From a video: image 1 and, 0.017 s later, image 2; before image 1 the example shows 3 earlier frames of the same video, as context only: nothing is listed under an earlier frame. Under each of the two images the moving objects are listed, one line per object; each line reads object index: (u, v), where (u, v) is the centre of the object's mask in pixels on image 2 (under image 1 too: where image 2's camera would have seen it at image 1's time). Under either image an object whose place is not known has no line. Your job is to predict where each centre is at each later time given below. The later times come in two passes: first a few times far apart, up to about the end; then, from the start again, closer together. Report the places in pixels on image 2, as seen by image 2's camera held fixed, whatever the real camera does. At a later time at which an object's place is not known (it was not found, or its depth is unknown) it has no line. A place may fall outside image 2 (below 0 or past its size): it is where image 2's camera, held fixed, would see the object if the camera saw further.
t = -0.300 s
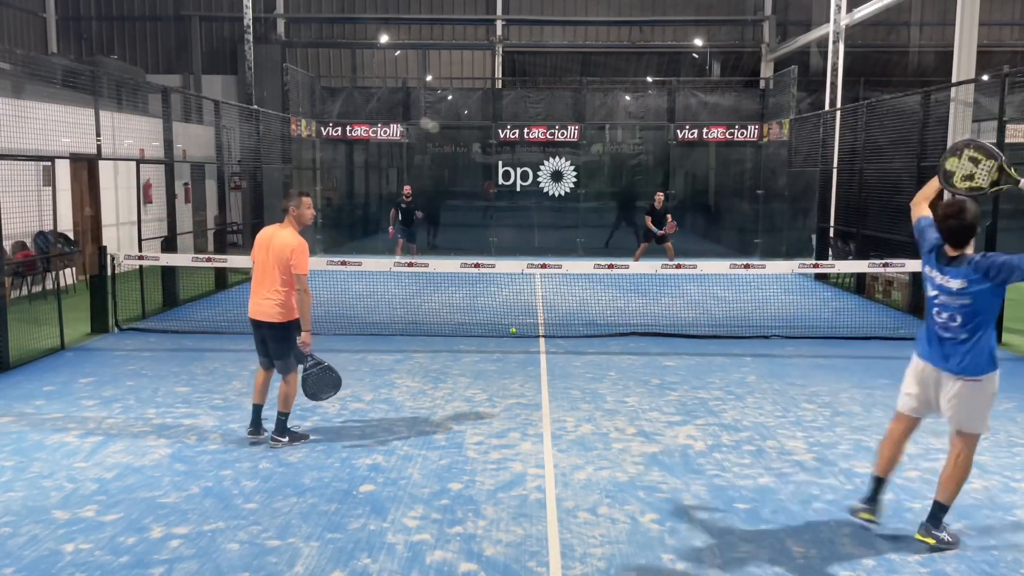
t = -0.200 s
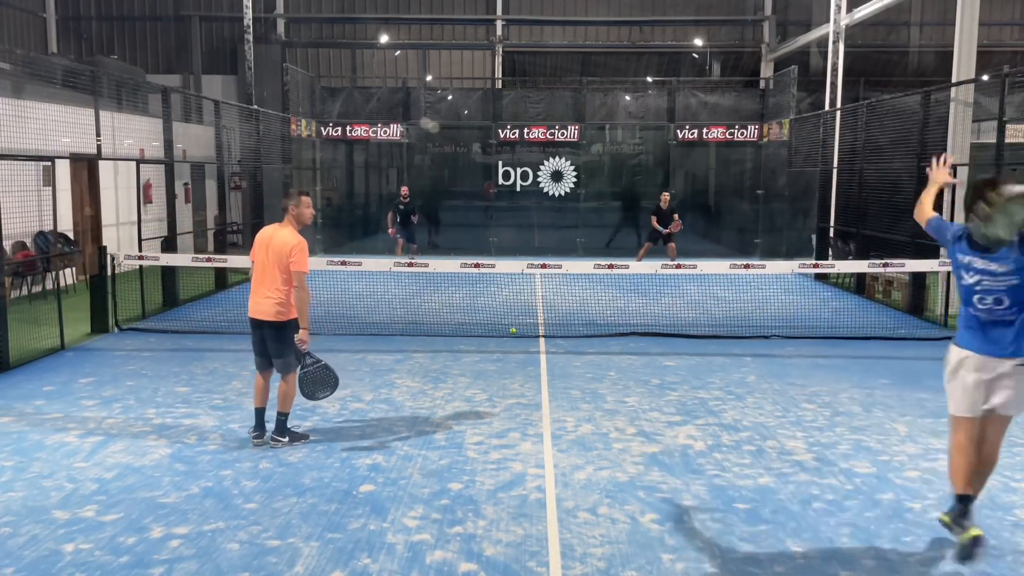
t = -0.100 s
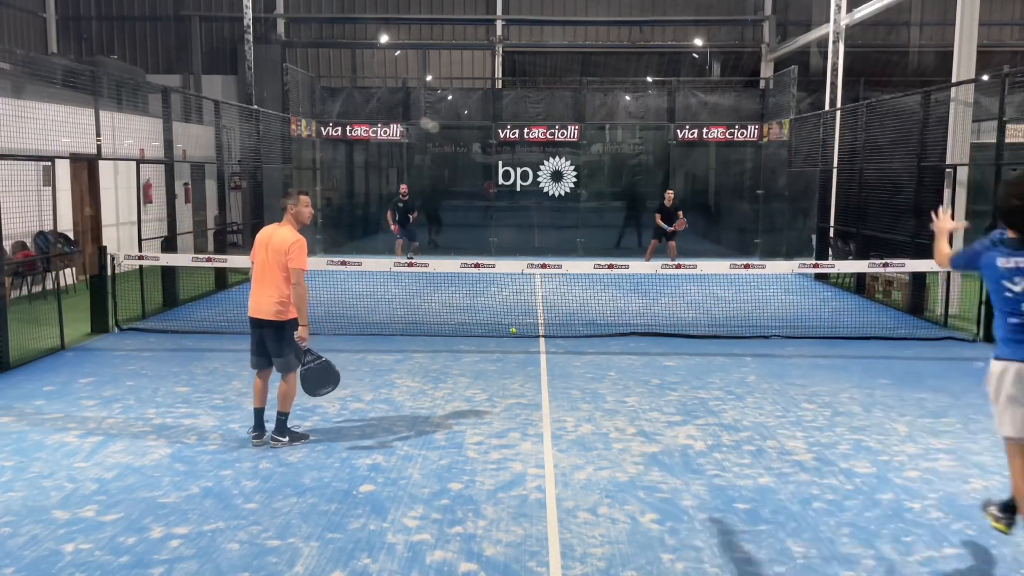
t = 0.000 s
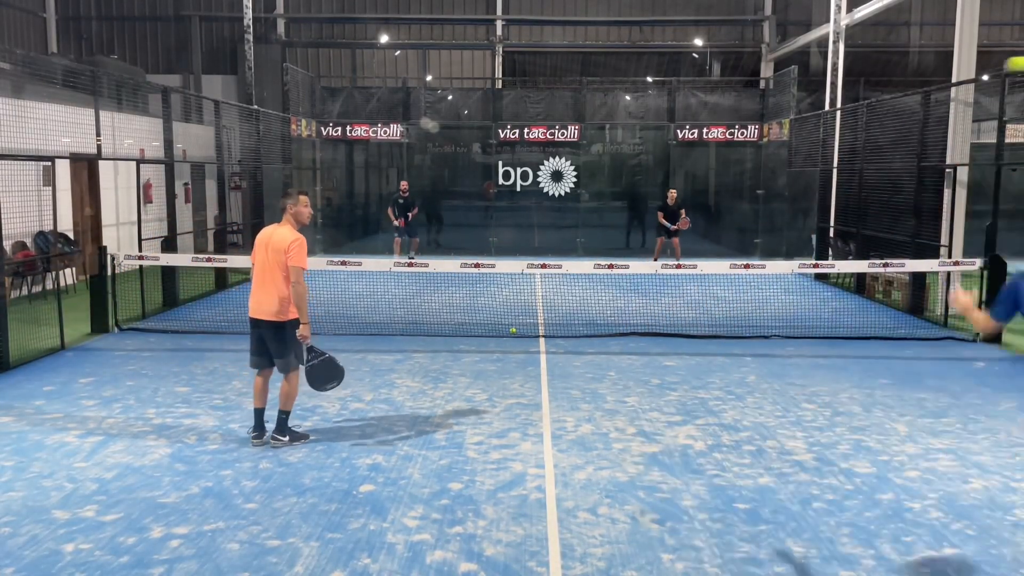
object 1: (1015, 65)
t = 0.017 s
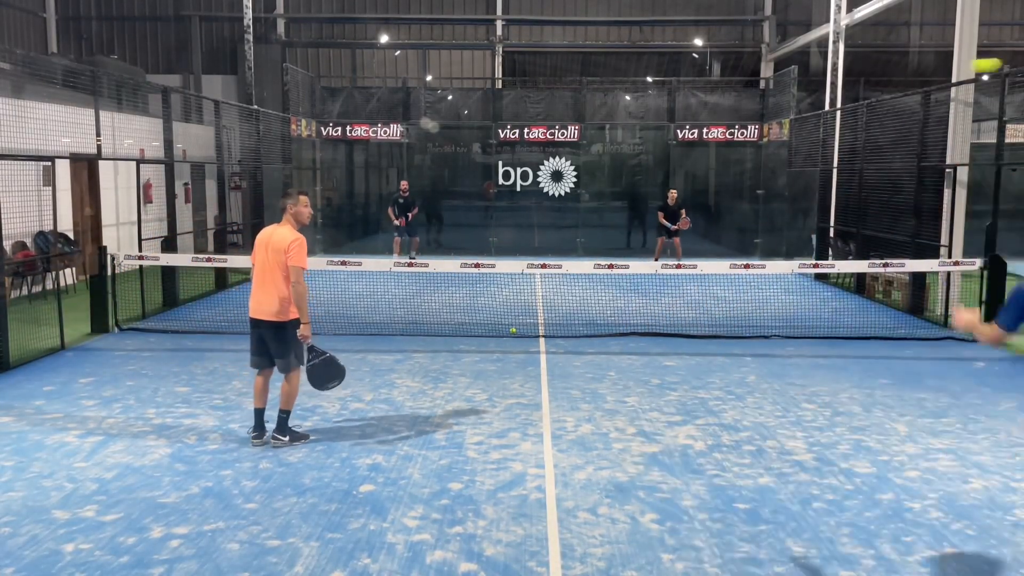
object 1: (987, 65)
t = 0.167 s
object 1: (760, 95)
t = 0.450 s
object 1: (580, 172)
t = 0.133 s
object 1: (796, 88)
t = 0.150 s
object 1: (777, 91)
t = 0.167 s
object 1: (760, 95)
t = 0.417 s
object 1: (593, 163)
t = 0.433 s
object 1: (587, 167)
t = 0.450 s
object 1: (580, 172)
